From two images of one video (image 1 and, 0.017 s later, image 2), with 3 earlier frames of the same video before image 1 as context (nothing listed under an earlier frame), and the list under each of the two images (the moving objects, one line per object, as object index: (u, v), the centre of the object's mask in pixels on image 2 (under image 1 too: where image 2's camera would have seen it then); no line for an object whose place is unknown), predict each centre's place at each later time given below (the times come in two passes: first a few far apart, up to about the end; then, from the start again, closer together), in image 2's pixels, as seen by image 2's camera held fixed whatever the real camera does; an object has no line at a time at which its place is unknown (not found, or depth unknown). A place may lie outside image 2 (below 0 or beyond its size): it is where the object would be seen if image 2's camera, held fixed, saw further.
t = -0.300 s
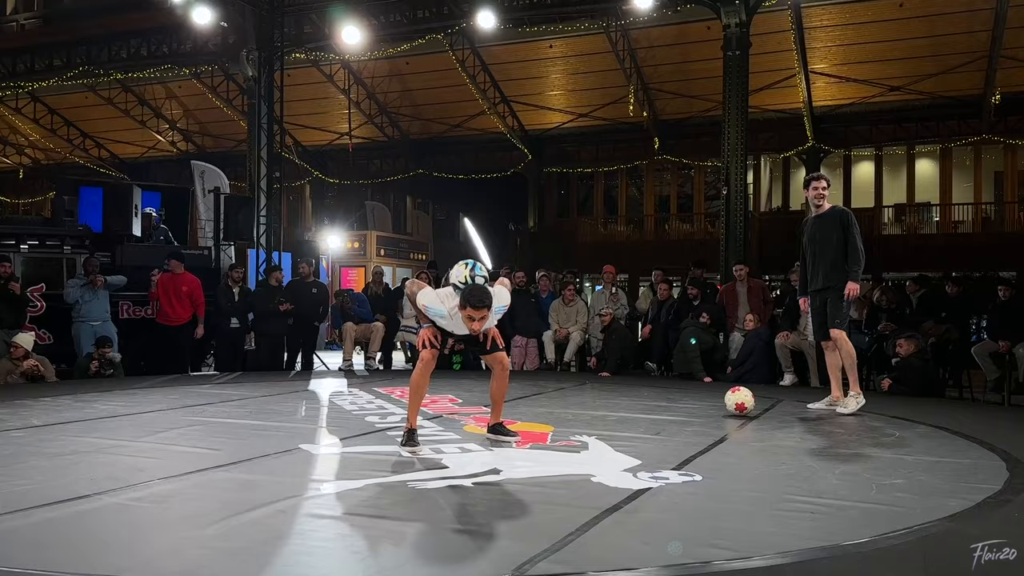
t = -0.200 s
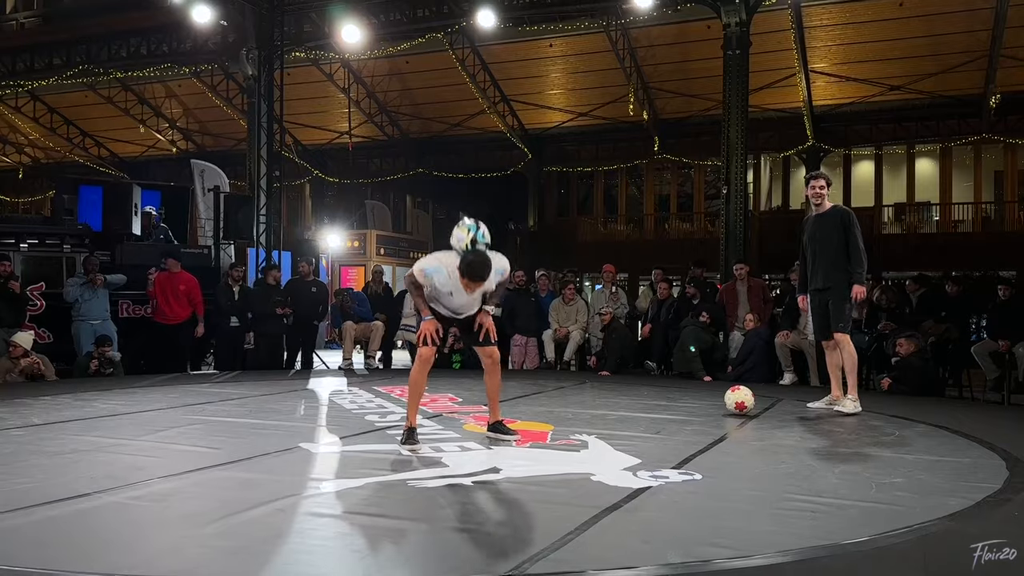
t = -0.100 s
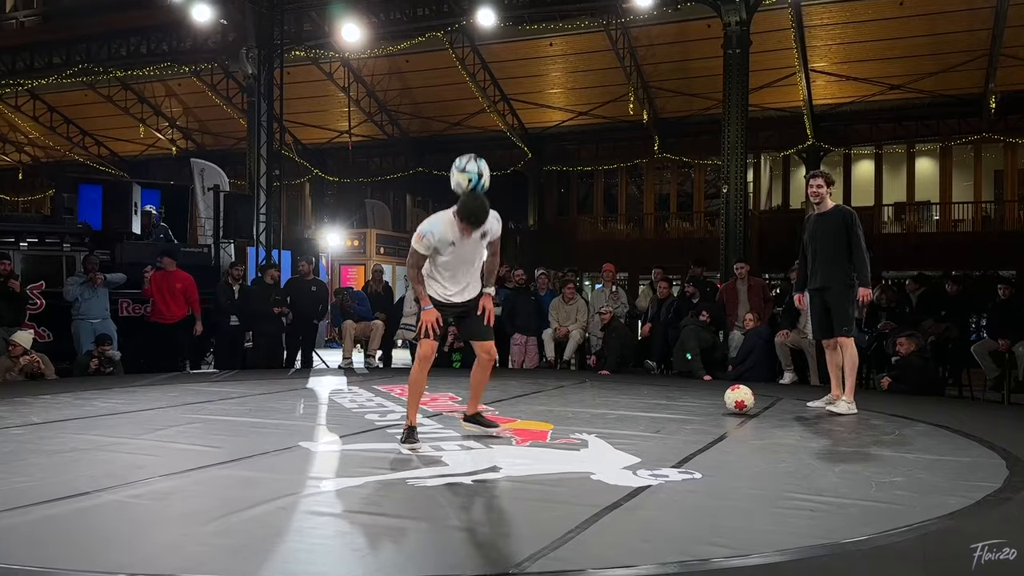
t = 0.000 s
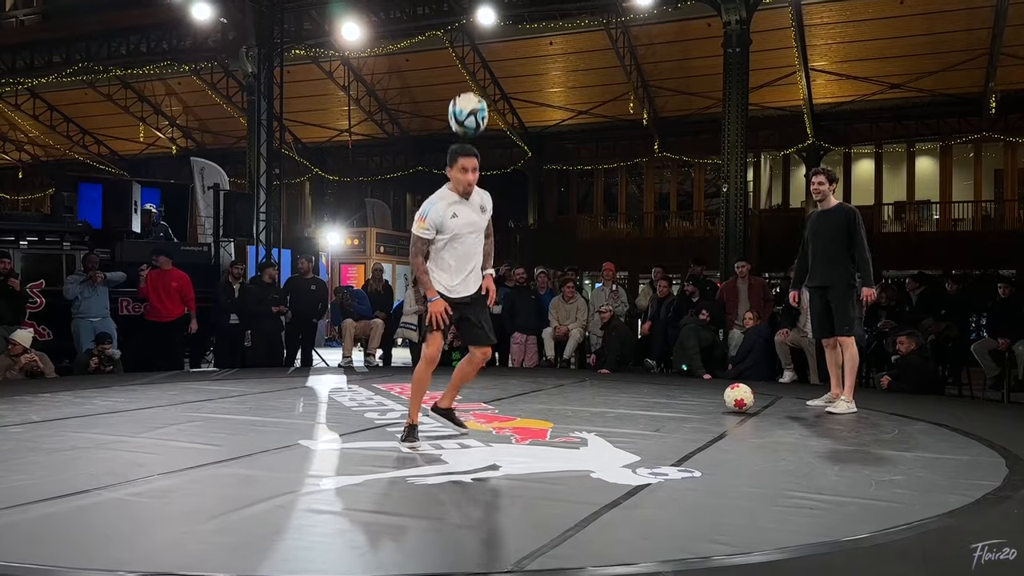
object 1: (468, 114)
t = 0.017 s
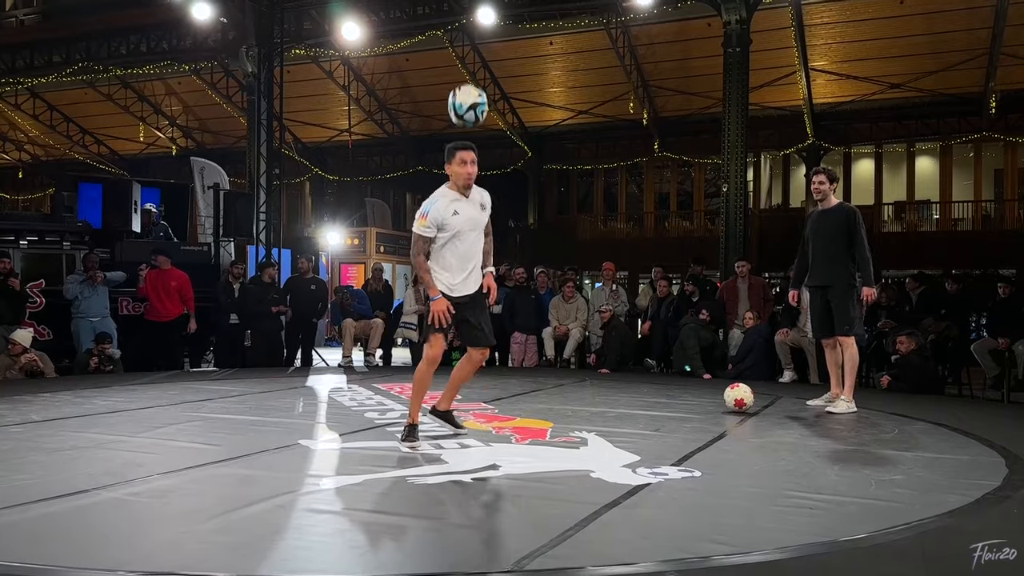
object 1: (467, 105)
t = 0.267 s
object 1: (462, 39)
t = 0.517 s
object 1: (456, 86)
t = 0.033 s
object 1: (467, 97)
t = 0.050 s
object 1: (467, 90)
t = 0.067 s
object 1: (466, 83)
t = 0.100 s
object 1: (466, 70)
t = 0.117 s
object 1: (465, 64)
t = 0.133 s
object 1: (465, 59)
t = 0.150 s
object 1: (464, 55)
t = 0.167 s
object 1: (464, 52)
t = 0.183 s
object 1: (464, 48)
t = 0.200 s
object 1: (463, 46)
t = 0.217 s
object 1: (463, 43)
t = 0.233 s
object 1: (463, 41)
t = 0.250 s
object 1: (462, 39)
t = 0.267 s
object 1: (462, 39)
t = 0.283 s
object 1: (461, 38)
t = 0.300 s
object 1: (461, 38)
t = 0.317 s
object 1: (461, 39)
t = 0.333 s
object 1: (460, 40)
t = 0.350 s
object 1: (460, 41)
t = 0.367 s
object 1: (459, 44)
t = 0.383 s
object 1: (459, 46)
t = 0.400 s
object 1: (459, 49)
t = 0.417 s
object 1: (458, 53)
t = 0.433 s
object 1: (458, 57)
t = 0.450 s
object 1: (458, 61)
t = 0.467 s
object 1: (457, 66)
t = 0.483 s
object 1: (456, 72)
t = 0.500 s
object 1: (456, 79)
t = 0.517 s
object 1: (456, 86)
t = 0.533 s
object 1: (455, 92)
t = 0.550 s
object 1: (455, 100)
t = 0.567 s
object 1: (454, 108)
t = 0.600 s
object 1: (453, 126)
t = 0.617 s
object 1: (453, 136)
